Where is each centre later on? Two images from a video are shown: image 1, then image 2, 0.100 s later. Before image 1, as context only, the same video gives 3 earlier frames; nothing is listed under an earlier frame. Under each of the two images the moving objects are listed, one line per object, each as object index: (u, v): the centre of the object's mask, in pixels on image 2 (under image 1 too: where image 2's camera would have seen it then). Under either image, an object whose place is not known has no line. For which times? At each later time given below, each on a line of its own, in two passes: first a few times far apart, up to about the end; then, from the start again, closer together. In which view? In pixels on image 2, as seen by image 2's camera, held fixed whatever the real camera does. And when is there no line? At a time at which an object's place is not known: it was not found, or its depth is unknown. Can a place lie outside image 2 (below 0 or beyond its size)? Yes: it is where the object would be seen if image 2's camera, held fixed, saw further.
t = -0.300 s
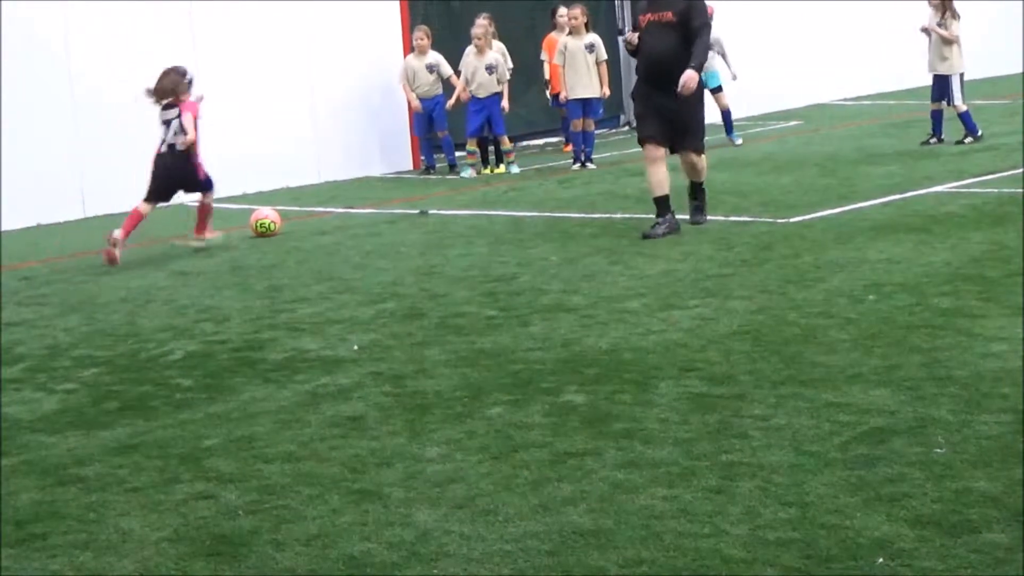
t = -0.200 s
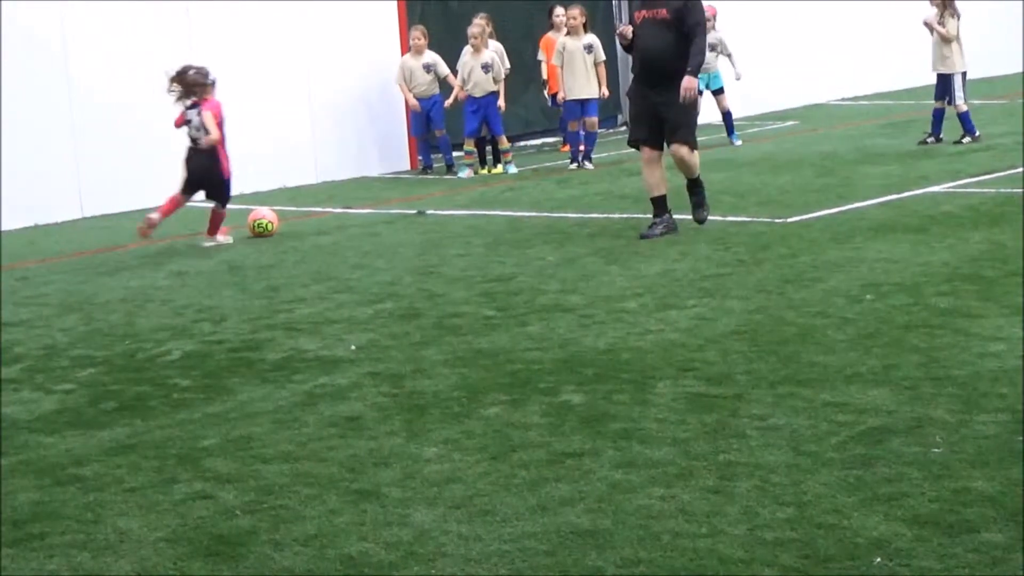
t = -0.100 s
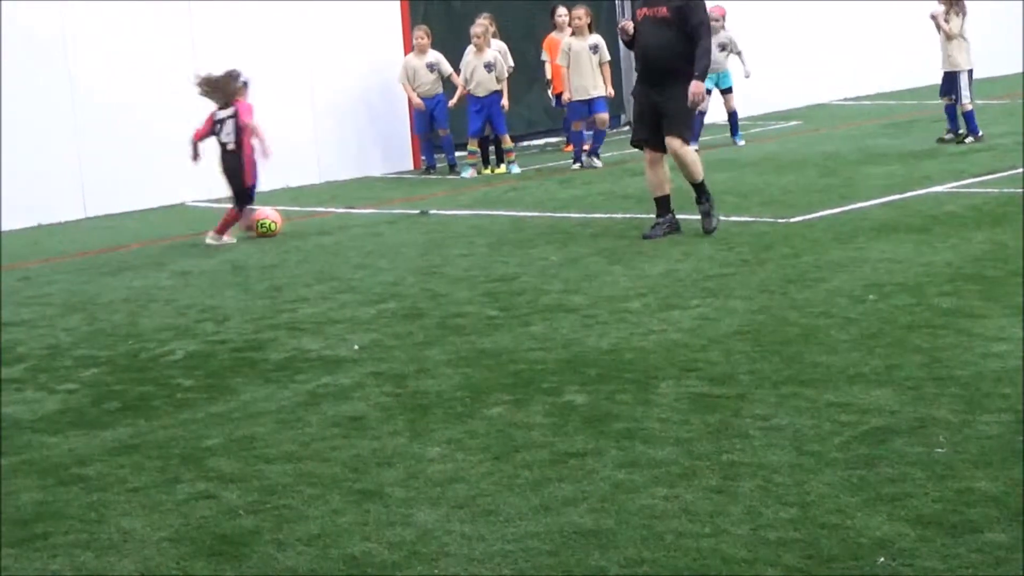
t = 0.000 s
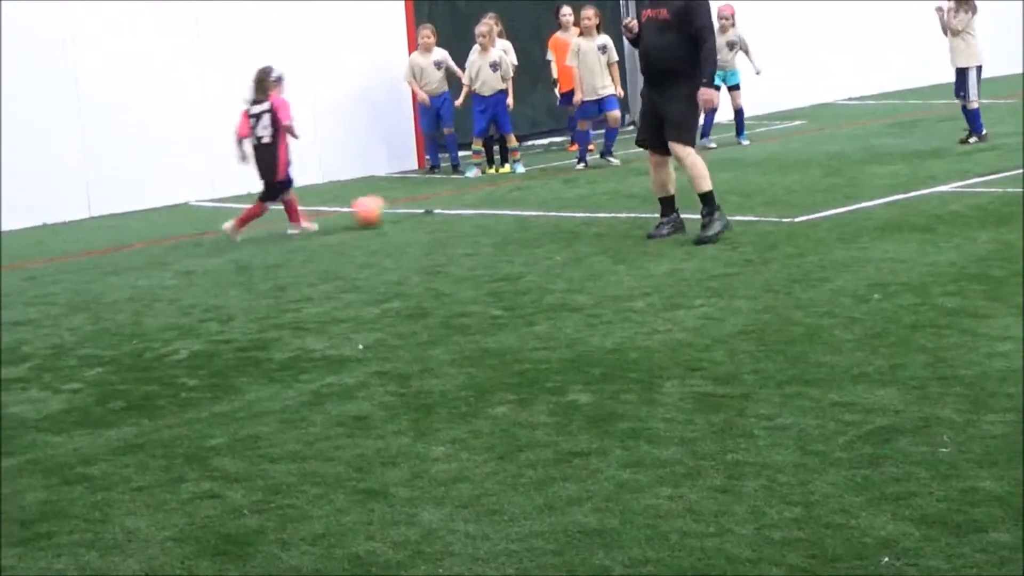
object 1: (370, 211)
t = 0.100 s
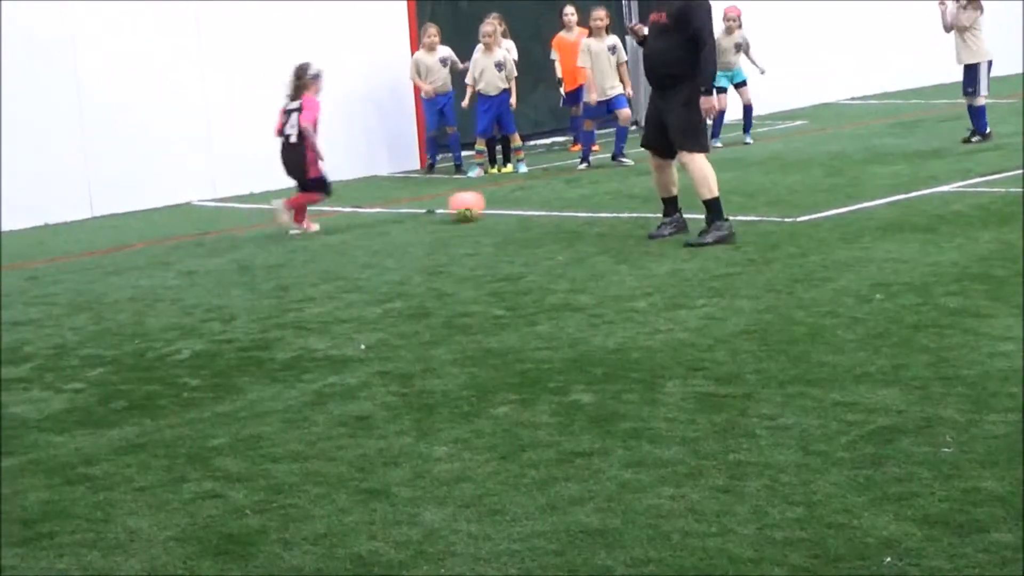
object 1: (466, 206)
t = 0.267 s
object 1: (600, 198)
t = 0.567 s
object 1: (800, 184)
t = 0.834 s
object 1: (959, 175)
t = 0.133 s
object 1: (493, 202)
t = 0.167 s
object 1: (521, 199)
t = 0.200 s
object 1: (548, 198)
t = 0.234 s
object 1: (575, 199)
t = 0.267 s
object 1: (600, 198)
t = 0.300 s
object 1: (623, 195)
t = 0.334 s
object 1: (647, 193)
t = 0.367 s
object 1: (670, 193)
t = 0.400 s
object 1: (689, 191)
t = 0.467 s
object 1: (743, 184)
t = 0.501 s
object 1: (758, 187)
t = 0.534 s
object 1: (779, 186)
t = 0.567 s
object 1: (800, 184)
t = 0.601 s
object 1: (819, 183)
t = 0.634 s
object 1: (839, 182)
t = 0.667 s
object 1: (859, 180)
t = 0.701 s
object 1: (879, 179)
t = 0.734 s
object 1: (900, 177)
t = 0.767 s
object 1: (918, 175)
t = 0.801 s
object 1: (938, 175)
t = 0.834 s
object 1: (959, 175)
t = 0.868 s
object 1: (977, 173)
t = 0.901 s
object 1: (998, 173)
